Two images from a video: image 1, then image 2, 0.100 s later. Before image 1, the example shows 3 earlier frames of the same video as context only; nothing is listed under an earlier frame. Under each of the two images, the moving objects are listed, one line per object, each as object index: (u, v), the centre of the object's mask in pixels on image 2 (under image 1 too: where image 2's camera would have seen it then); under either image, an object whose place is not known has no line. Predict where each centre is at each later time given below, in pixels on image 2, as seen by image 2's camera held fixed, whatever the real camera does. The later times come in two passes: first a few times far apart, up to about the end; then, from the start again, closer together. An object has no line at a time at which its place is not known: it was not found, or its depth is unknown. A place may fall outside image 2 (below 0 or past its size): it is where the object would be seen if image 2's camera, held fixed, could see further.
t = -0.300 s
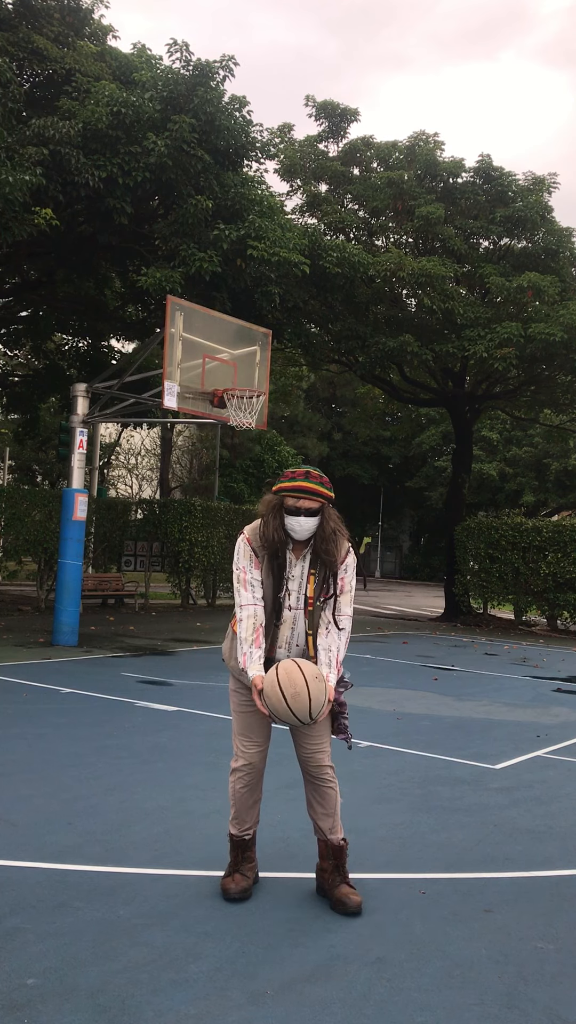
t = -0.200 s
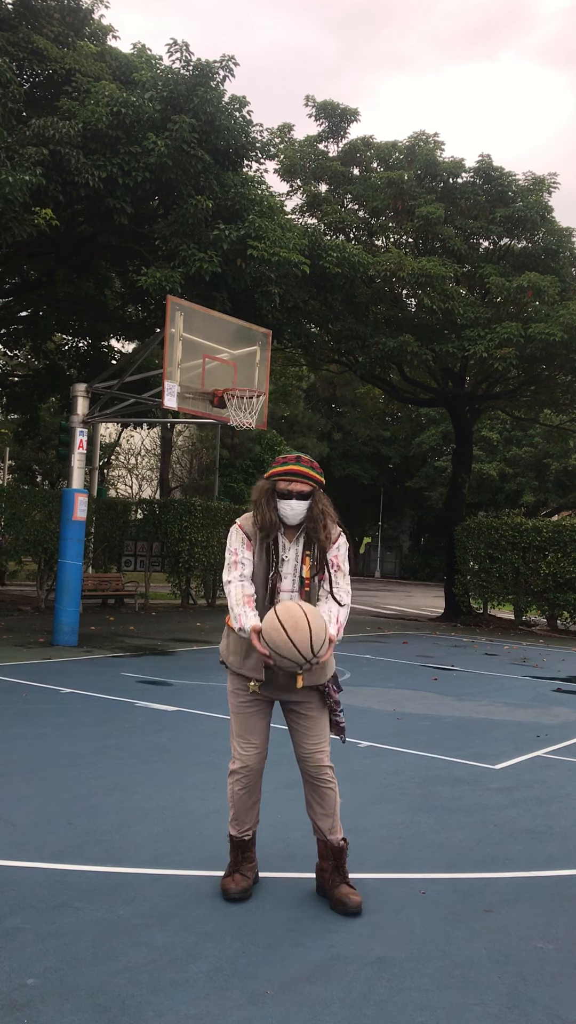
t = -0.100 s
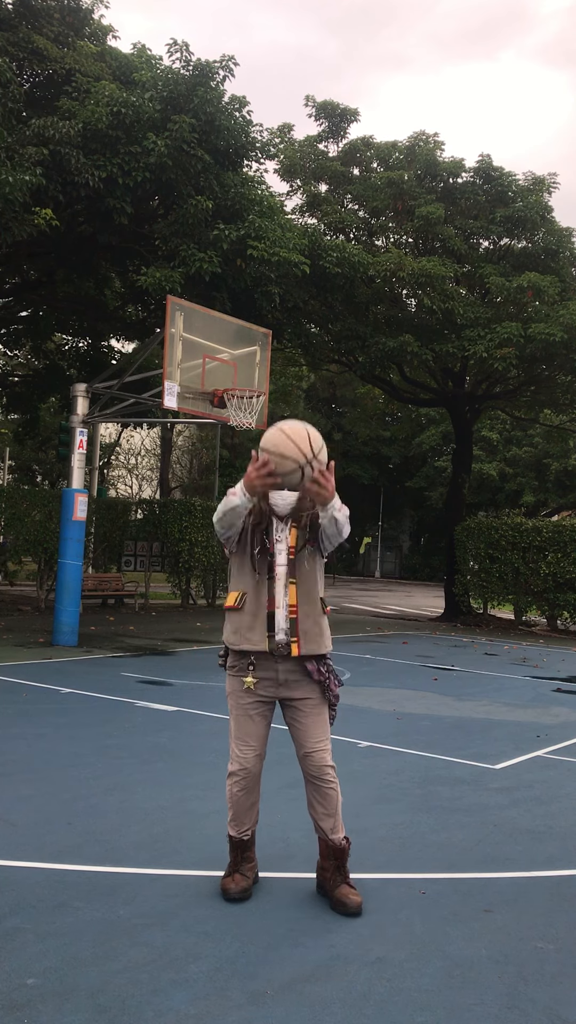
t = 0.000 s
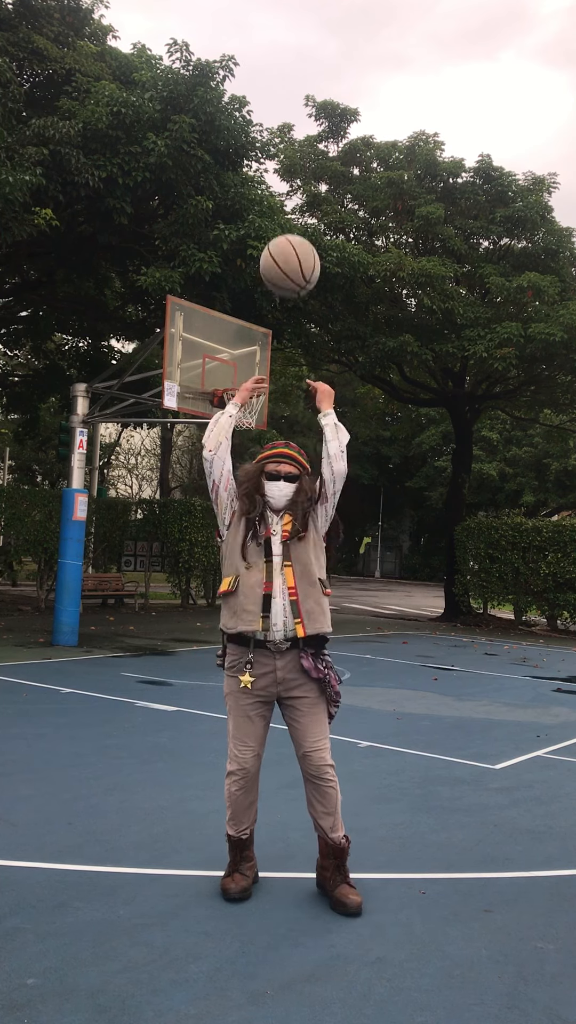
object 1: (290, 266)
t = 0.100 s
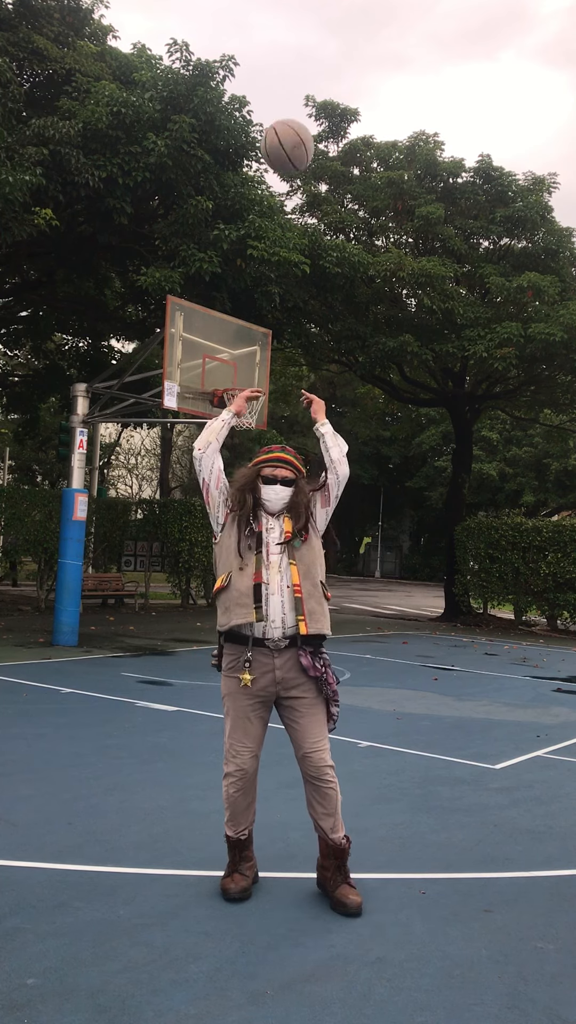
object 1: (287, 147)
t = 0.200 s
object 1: (285, 72)
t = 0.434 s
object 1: (278, 11)
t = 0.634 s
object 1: (270, 16)
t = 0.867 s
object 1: (260, 80)
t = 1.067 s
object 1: (250, 167)
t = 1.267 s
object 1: (241, 275)
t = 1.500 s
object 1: (230, 358)
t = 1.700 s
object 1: (219, 294)
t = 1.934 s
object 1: (203, 265)
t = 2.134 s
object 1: (187, 277)
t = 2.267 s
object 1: (178, 297)
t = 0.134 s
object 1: (287, 118)
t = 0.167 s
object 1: (286, 93)
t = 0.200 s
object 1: (285, 72)
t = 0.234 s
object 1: (284, 54)
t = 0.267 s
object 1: (283, 40)
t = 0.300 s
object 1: (282, 28)
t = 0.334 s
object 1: (281, 19)
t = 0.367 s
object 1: (280, 15)
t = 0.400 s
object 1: (279, 12)
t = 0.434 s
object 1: (278, 11)
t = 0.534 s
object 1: (274, 10)
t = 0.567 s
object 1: (273, 11)
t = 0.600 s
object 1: (271, 13)
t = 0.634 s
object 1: (270, 16)
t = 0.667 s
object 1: (268, 22)
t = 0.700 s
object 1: (267, 29)
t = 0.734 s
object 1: (265, 38)
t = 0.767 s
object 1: (264, 47)
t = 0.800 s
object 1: (263, 57)
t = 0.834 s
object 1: (261, 68)
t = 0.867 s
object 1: (260, 80)
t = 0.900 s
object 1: (258, 93)
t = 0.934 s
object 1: (257, 106)
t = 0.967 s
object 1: (255, 120)
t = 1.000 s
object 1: (253, 135)
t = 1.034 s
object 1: (252, 151)
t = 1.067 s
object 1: (250, 167)
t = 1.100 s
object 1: (248, 183)
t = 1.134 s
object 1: (247, 202)
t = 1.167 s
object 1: (245, 219)
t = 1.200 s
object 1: (244, 237)
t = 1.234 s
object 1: (242, 256)
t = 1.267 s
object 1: (241, 275)
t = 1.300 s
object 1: (239, 294)
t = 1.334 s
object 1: (238, 313)
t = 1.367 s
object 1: (236, 334)
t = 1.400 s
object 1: (235, 354)
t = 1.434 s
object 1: (234, 375)
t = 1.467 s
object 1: (232, 372)
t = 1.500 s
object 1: (230, 358)
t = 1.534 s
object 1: (228, 345)
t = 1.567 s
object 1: (226, 333)
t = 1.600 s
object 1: (225, 322)
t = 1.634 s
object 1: (222, 311)
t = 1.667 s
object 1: (220, 302)
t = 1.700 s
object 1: (219, 294)
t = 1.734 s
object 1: (216, 287)
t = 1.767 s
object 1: (214, 281)
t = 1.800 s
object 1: (212, 276)
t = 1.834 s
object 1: (210, 272)
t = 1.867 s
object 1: (207, 268)
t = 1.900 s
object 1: (205, 266)
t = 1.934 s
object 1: (203, 265)
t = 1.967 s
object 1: (200, 264)
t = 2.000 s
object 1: (197, 265)
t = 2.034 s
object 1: (195, 266)
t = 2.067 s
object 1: (193, 269)
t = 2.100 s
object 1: (190, 273)
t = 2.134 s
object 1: (187, 277)
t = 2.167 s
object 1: (184, 282)
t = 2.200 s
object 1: (182, 288)
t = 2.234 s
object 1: (180, 292)
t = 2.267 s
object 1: (178, 297)
